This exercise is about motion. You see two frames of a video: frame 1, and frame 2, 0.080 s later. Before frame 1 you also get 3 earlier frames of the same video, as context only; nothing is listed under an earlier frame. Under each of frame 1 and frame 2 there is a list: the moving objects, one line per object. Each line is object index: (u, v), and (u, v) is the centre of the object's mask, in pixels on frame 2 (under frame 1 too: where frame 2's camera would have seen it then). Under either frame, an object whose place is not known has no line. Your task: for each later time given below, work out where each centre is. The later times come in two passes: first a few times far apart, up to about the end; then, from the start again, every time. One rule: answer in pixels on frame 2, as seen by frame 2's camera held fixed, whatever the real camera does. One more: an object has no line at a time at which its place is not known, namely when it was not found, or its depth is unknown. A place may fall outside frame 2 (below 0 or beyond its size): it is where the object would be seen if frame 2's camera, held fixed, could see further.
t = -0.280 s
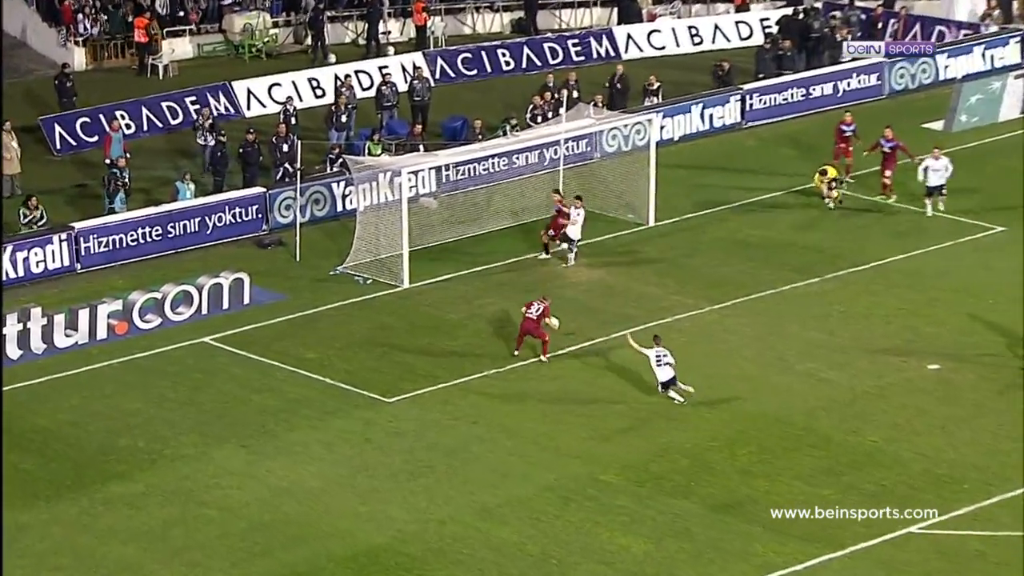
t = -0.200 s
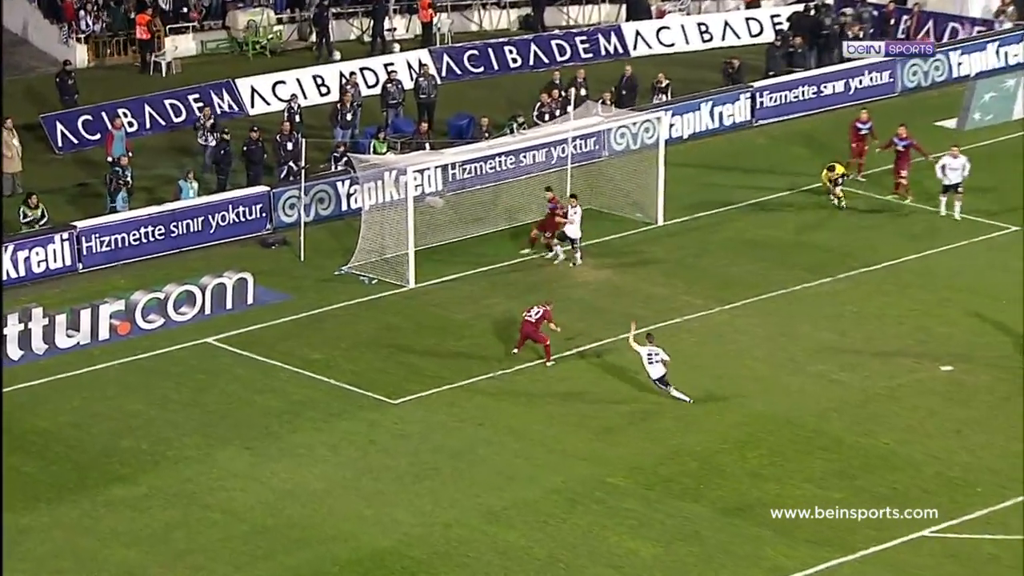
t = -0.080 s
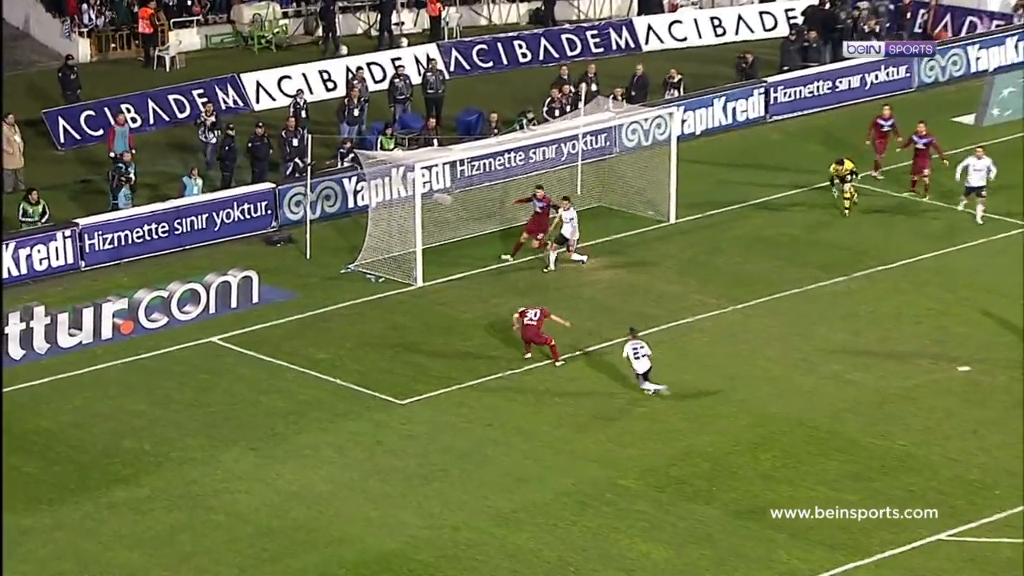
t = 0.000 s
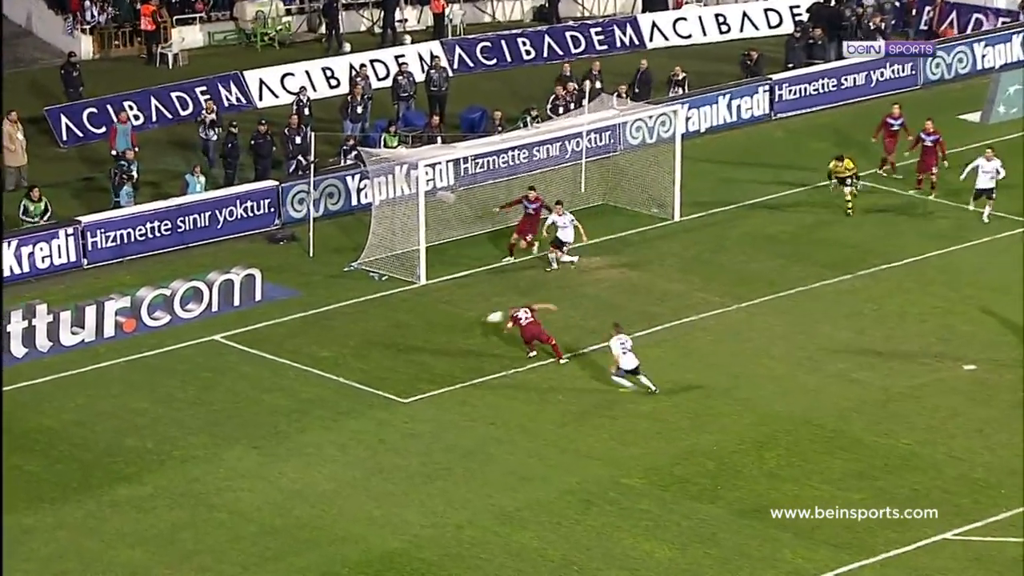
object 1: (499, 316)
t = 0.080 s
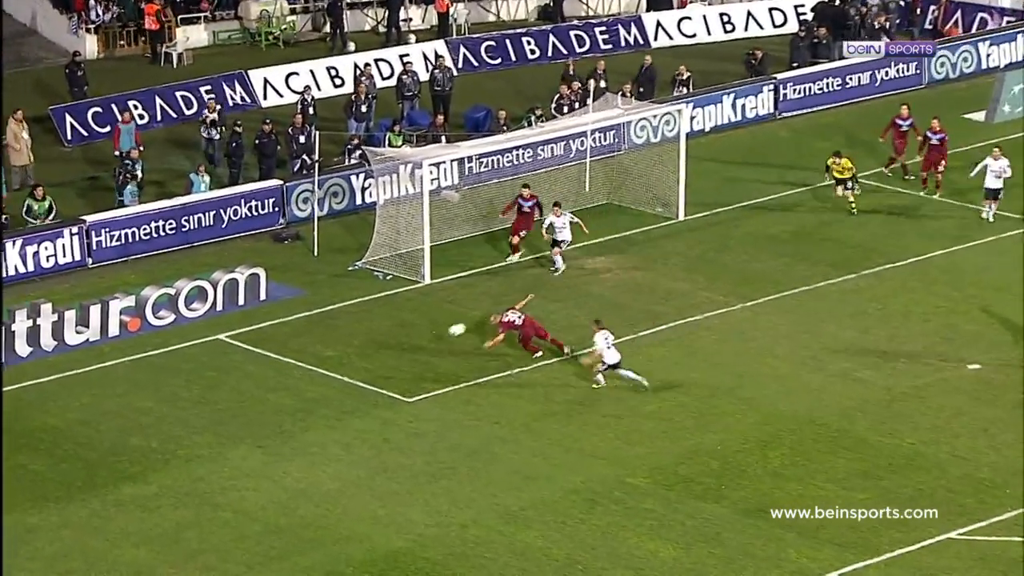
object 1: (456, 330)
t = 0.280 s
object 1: (359, 360)
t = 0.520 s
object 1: (271, 360)
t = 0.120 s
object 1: (436, 337)
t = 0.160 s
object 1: (414, 345)
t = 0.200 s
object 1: (394, 354)
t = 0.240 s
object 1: (374, 363)
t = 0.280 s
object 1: (359, 360)
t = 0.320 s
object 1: (344, 358)
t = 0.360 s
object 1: (329, 356)
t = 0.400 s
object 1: (315, 356)
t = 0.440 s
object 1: (300, 357)
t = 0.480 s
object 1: (286, 357)
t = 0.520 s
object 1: (271, 360)
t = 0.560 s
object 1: (256, 363)
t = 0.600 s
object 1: (242, 367)
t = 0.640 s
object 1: (227, 372)
